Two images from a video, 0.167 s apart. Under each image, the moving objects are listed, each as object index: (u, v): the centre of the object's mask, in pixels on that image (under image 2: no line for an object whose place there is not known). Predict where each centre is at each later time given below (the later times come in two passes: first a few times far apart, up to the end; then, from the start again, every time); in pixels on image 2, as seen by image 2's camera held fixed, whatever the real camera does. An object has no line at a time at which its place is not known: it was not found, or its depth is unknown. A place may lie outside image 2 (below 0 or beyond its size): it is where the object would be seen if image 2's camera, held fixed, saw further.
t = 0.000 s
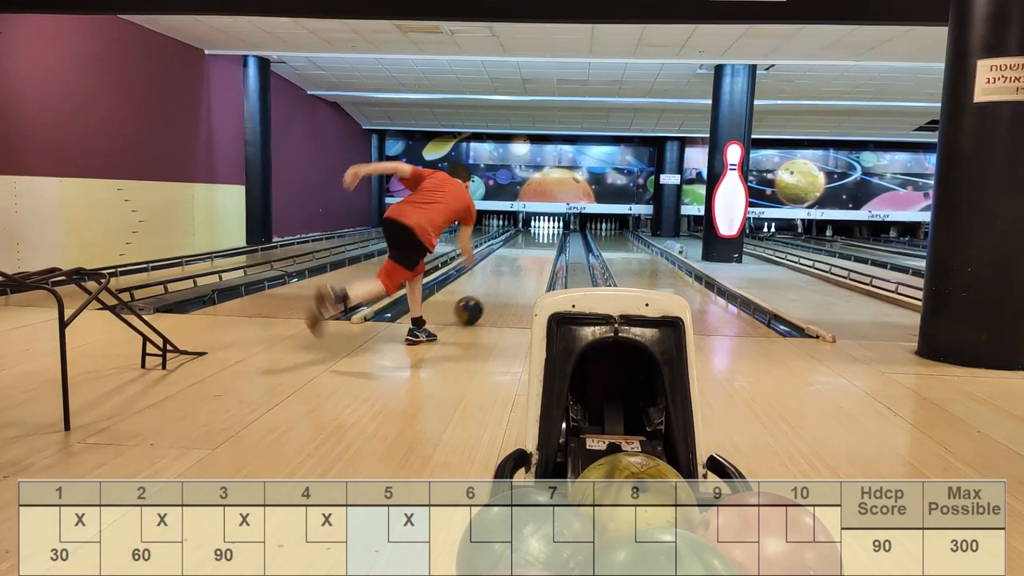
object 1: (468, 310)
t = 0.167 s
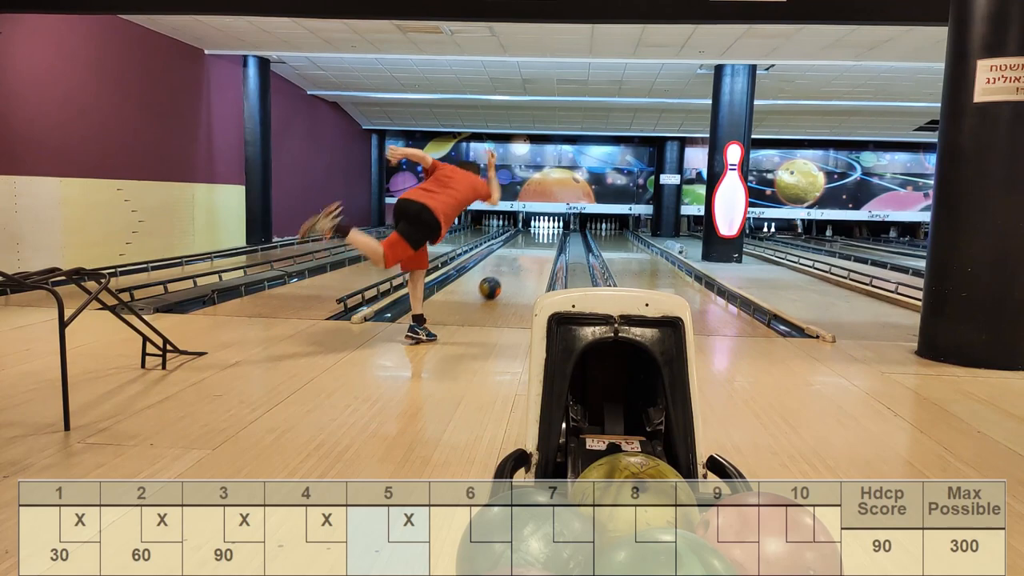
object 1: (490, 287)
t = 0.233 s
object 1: (496, 281)
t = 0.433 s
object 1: (510, 266)
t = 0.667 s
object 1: (520, 254)
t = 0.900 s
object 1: (527, 245)
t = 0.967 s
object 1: (529, 243)
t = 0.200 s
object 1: (493, 284)
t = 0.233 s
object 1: (496, 281)
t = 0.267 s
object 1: (499, 278)
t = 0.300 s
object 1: (501, 275)
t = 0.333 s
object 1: (503, 273)
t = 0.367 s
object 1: (506, 271)
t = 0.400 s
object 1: (508, 268)
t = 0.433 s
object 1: (510, 266)
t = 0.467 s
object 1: (511, 264)
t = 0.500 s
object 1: (514, 262)
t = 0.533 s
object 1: (515, 260)
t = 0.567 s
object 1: (516, 258)
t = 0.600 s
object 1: (517, 257)
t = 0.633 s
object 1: (519, 255)
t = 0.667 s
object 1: (520, 254)
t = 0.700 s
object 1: (521, 253)
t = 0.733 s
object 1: (522, 251)
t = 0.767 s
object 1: (523, 249)
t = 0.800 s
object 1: (524, 248)
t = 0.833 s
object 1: (525, 247)
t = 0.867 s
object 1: (526, 246)
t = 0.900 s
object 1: (527, 245)
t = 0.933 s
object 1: (528, 244)
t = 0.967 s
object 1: (529, 243)
